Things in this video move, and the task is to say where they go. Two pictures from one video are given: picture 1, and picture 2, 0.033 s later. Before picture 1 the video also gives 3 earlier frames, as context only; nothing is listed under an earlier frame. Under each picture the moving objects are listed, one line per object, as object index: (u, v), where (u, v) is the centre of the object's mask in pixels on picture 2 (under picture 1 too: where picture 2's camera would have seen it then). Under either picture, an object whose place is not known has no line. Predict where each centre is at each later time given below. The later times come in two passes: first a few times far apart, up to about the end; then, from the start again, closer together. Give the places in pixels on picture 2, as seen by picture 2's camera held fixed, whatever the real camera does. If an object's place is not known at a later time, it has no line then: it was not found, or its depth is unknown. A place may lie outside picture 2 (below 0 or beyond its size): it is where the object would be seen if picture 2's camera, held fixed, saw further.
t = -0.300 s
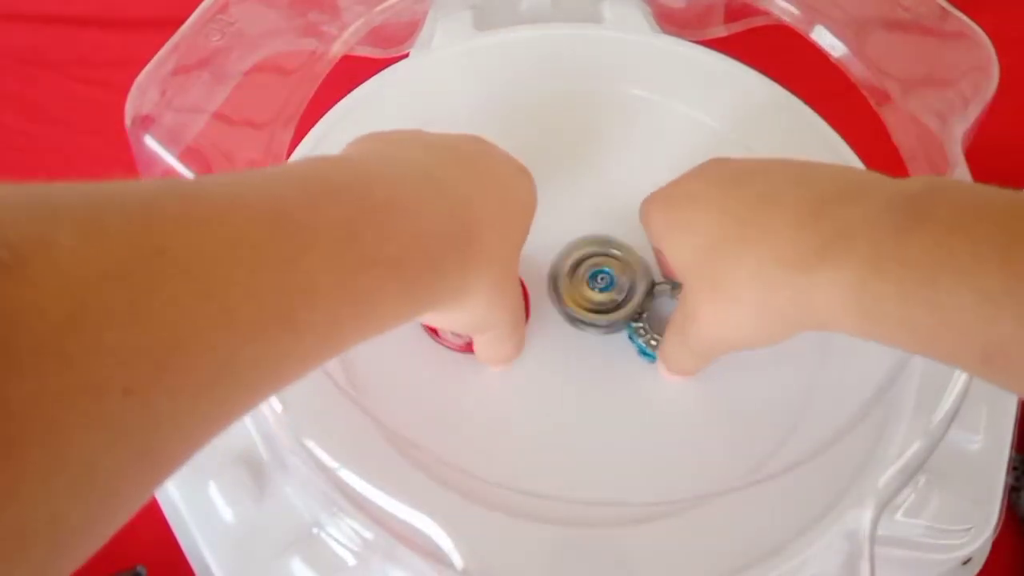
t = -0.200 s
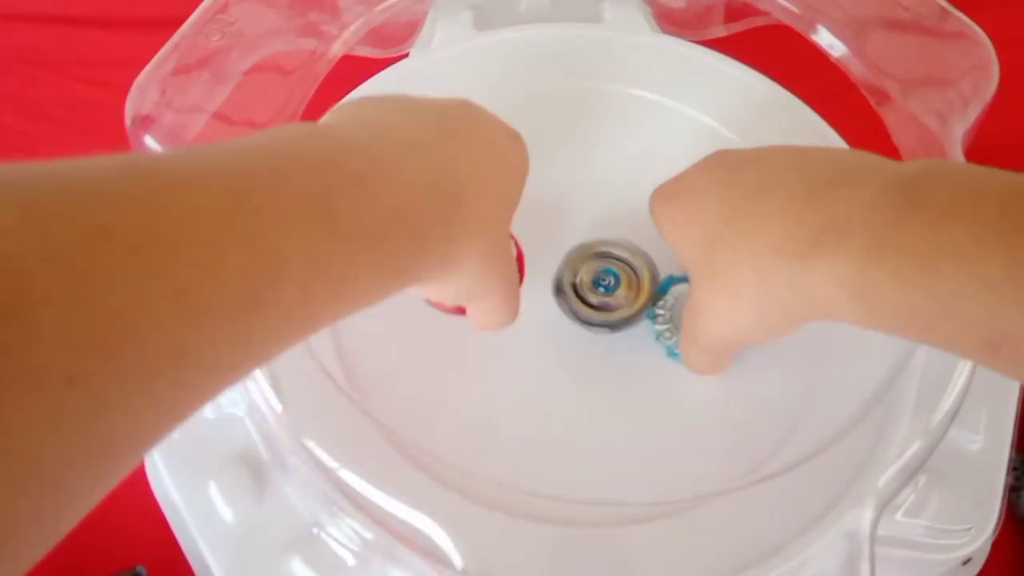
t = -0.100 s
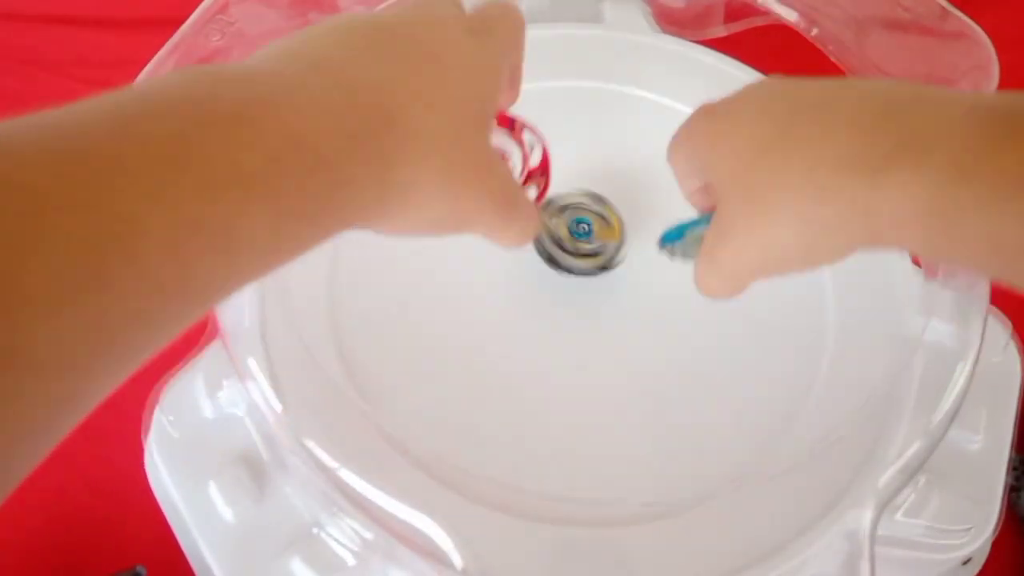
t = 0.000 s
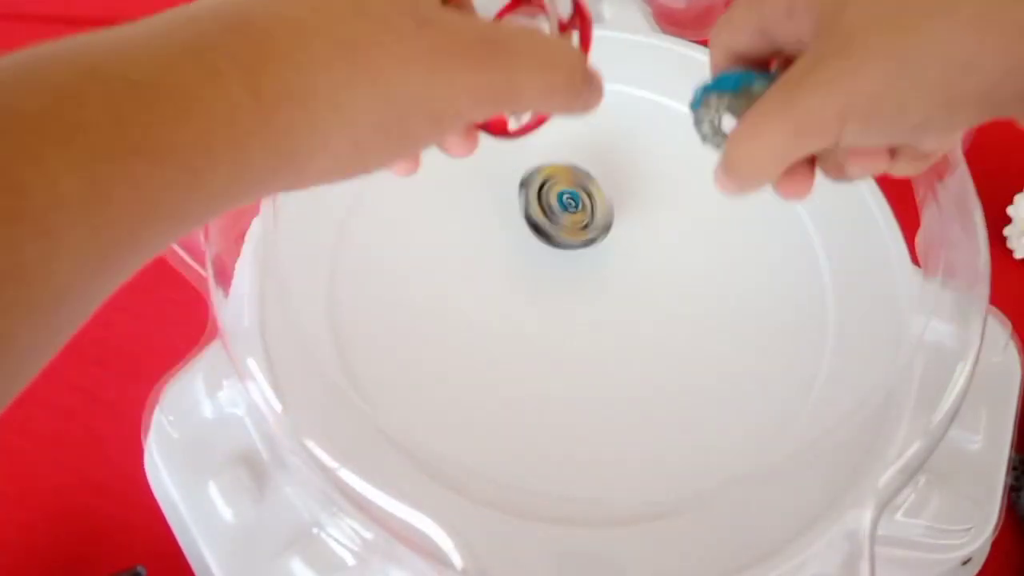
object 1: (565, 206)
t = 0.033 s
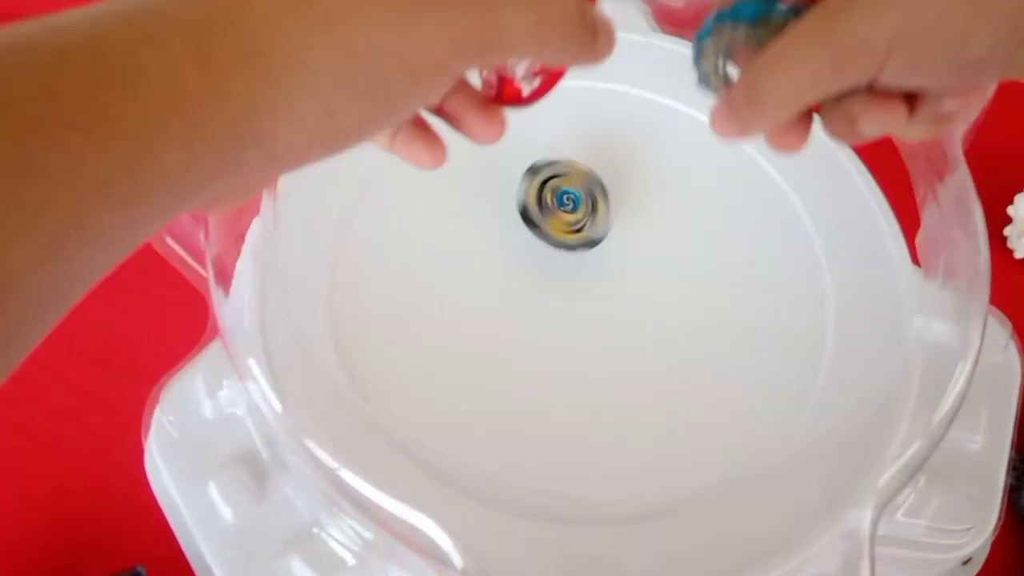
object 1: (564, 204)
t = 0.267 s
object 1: (571, 207)
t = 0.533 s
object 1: (563, 248)
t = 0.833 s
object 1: (525, 269)
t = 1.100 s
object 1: (528, 264)
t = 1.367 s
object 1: (551, 283)
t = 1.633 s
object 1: (549, 305)
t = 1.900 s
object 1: (538, 303)
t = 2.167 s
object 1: (562, 299)
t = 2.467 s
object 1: (581, 317)
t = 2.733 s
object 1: (571, 318)
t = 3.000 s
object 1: (581, 305)
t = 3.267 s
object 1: (605, 308)
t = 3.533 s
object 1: (605, 316)
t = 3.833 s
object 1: (596, 301)
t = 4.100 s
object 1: (614, 291)
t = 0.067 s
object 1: (563, 202)
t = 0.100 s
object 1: (562, 201)
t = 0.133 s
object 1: (563, 199)
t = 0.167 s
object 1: (563, 198)
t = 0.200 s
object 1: (568, 200)
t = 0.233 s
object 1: (568, 202)
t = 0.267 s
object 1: (571, 207)
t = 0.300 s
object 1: (572, 209)
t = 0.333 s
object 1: (572, 215)
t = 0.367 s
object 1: (573, 219)
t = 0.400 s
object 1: (571, 225)
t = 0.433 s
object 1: (571, 231)
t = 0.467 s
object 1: (569, 237)
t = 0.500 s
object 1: (566, 242)
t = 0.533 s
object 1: (563, 248)
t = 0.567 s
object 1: (559, 255)
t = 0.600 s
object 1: (553, 257)
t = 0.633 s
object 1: (549, 263)
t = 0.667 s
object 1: (544, 267)
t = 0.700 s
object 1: (539, 268)
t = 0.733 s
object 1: (536, 270)
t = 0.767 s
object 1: (532, 270)
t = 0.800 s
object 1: (528, 270)
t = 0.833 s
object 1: (525, 269)
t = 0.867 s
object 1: (522, 272)
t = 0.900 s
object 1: (521, 270)
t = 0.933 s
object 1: (519, 269)
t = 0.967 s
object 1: (520, 266)
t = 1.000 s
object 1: (519, 264)
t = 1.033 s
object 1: (523, 263)
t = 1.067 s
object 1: (524, 262)
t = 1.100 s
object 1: (528, 264)
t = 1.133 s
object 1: (531, 263)
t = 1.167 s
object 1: (535, 266)
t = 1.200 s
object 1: (538, 266)
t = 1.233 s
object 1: (541, 271)
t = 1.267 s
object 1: (545, 273)
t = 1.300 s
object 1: (546, 277)
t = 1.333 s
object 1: (550, 280)
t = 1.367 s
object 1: (551, 283)
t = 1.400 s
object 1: (554, 287)
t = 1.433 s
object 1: (554, 291)
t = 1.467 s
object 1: (555, 295)
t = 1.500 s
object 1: (554, 298)
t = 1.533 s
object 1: (553, 302)
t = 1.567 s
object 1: (553, 300)
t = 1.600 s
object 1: (551, 304)
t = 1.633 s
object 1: (549, 305)
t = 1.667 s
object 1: (546, 310)
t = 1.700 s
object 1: (545, 307)
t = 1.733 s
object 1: (541, 311)
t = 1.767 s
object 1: (541, 310)
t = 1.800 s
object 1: (538, 308)
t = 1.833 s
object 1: (539, 307)
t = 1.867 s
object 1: (537, 304)
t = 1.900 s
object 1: (538, 303)
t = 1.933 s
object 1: (539, 300)
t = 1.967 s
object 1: (542, 299)
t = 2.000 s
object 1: (545, 297)
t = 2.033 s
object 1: (548, 297)
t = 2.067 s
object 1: (553, 295)
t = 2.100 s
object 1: (556, 298)
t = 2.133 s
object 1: (560, 297)
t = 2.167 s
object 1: (562, 299)
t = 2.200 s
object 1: (568, 300)
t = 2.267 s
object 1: (569, 302)
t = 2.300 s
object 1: (574, 304)
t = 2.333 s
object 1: (575, 307)
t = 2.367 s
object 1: (579, 309)
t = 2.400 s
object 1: (579, 312)
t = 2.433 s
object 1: (581, 315)
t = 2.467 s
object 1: (581, 317)
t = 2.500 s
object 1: (582, 320)
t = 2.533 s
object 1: (581, 318)
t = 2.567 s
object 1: (581, 320)
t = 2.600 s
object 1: (578, 321)
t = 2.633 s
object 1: (576, 322)
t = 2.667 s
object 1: (574, 320)
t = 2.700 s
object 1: (572, 321)
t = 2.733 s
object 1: (571, 318)
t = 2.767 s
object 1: (570, 317)
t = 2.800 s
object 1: (571, 314)
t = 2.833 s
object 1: (570, 312)
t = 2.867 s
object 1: (572, 312)
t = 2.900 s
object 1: (572, 311)
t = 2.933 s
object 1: (576, 308)
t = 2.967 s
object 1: (576, 307)
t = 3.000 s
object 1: (581, 305)
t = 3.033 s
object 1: (582, 304)
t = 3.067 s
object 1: (588, 304)
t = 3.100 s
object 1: (589, 304)
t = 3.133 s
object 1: (594, 304)
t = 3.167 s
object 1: (595, 304)
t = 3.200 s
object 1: (600, 305)
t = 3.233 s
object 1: (601, 306)
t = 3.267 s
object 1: (605, 308)
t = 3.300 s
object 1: (606, 309)
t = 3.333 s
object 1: (608, 311)
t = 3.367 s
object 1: (608, 314)
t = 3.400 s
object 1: (609, 316)
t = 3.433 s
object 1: (607, 318)
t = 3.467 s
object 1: (607, 319)
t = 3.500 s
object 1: (605, 316)
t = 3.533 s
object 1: (605, 316)
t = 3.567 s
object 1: (601, 315)
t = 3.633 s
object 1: (597, 312)
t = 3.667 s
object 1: (598, 311)
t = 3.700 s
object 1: (596, 307)
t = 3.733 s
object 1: (596, 306)
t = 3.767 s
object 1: (596, 303)
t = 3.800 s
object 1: (596, 304)
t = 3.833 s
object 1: (596, 301)
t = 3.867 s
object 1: (598, 299)
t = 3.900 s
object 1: (599, 296)
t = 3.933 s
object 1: (603, 296)
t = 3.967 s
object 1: (604, 293)
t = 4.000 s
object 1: (607, 294)
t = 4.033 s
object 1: (609, 291)
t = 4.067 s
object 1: (613, 293)
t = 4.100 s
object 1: (614, 291)
